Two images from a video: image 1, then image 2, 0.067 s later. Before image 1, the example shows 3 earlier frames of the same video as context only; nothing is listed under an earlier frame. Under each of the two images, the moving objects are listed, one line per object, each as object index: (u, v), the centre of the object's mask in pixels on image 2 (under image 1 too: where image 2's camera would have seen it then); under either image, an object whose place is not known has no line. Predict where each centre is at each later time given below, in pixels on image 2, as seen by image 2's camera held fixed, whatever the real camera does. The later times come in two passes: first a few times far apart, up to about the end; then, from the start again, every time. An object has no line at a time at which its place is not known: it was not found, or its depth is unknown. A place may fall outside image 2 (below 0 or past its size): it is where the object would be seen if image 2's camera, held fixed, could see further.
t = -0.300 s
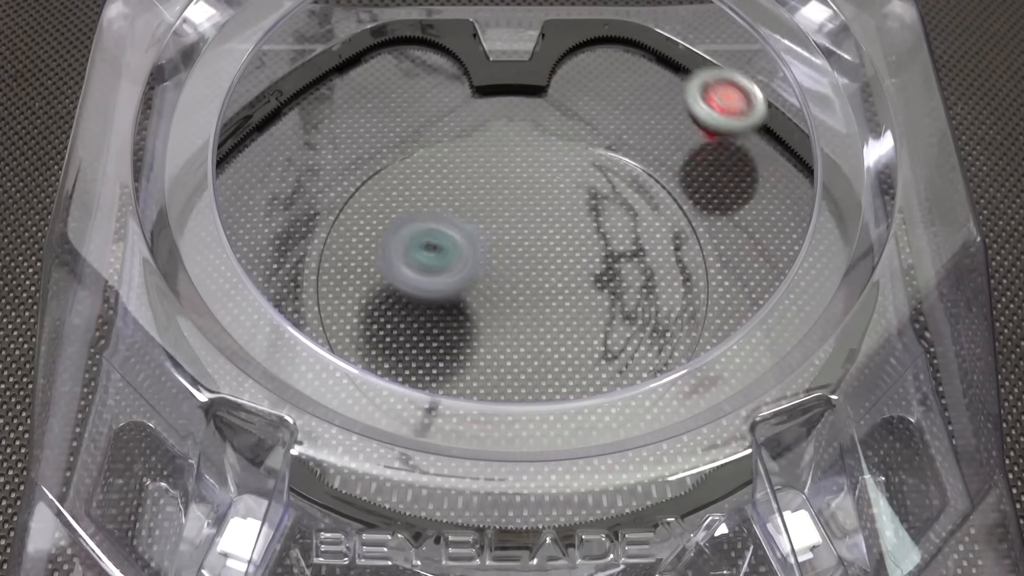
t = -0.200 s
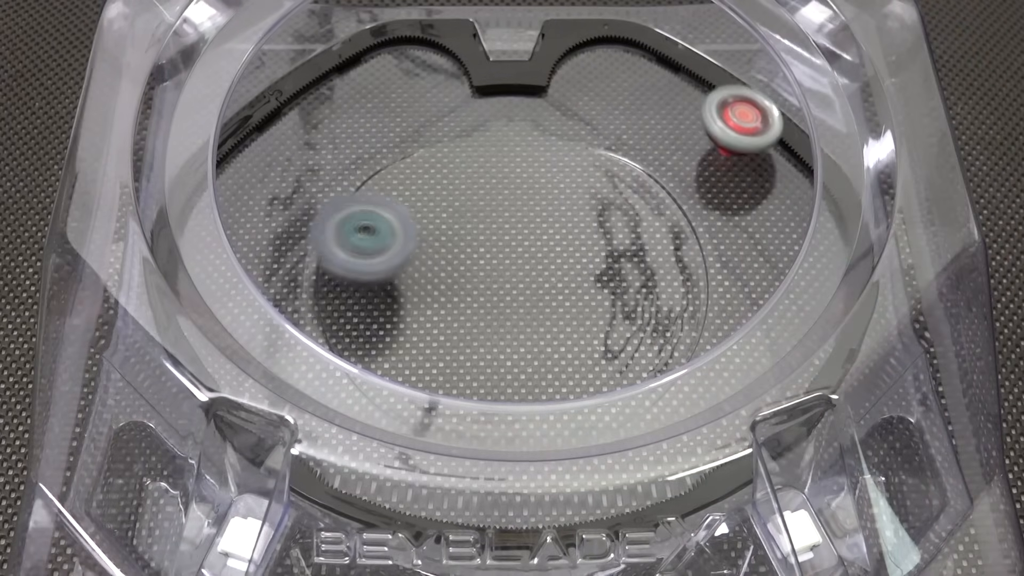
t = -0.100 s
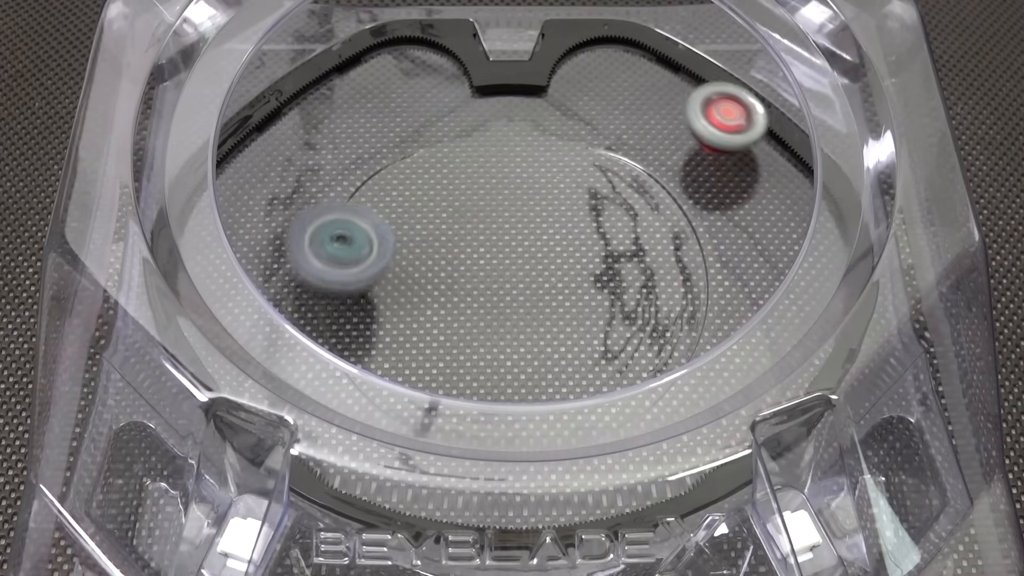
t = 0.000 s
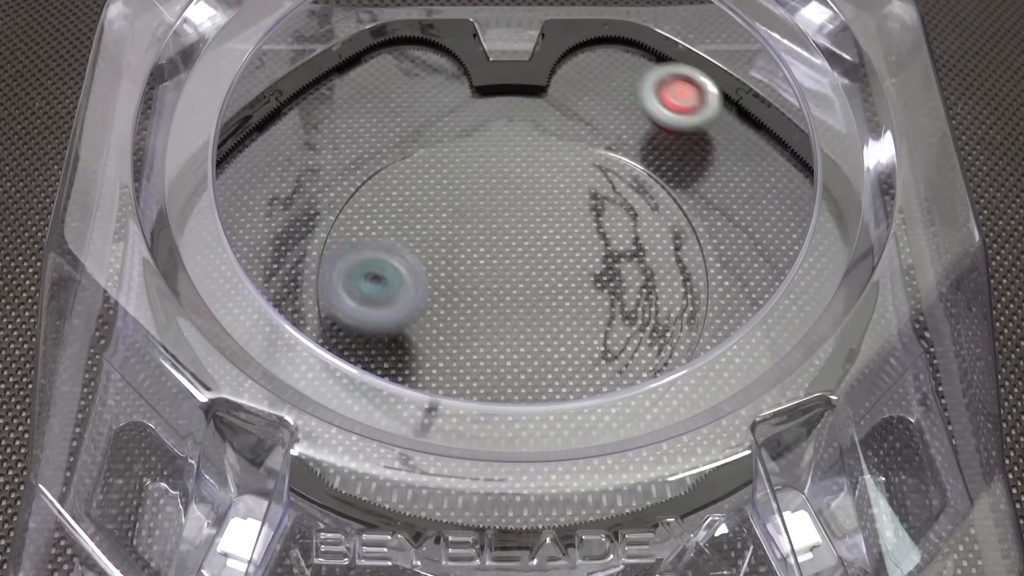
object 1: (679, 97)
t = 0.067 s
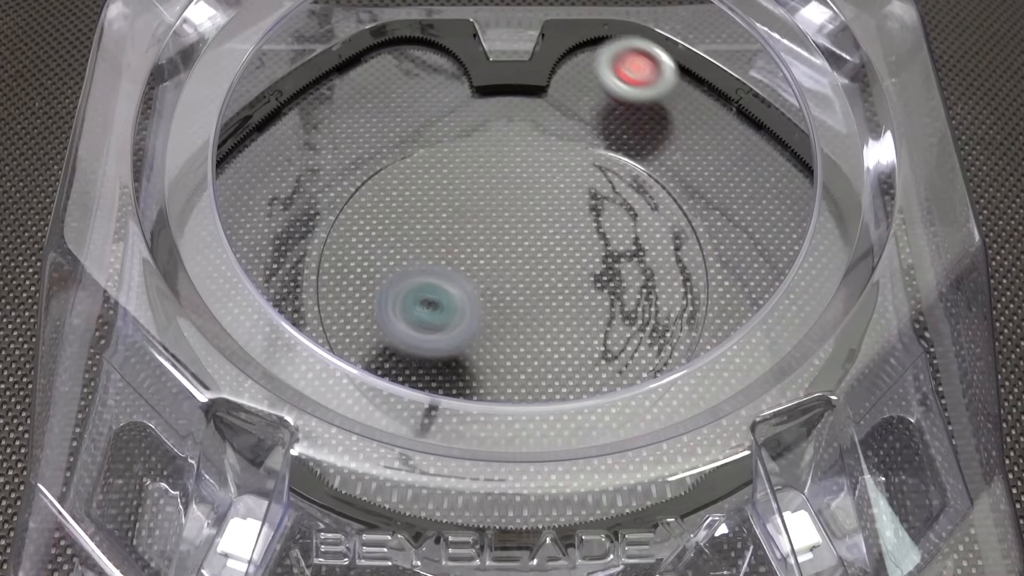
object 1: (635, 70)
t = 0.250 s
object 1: (716, 215)
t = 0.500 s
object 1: (627, 353)
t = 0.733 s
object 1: (573, 379)
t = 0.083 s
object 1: (623, 61)
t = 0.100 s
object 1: (610, 51)
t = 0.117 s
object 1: (596, 41)
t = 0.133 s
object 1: (582, 32)
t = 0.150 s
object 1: (582, 58)
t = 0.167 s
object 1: (587, 95)
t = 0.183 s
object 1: (592, 136)
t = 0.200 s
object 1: (597, 189)
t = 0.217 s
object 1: (609, 218)
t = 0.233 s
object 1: (663, 220)
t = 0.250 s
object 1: (716, 215)
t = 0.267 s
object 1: (759, 226)
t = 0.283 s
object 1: (807, 228)
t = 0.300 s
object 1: (860, 236)
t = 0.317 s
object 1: (919, 255)
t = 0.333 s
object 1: (915, 275)
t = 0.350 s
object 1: (886, 283)
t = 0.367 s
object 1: (858, 311)
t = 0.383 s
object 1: (826, 334)
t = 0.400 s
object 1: (793, 343)
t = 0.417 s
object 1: (770, 342)
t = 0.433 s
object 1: (740, 348)
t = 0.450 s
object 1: (711, 348)
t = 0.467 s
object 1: (682, 346)
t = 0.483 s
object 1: (658, 348)
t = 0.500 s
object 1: (627, 353)
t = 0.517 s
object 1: (602, 349)
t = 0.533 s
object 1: (574, 345)
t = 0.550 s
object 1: (547, 339)
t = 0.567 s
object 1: (522, 332)
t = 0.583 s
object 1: (511, 329)
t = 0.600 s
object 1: (517, 332)
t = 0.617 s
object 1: (525, 337)
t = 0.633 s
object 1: (531, 344)
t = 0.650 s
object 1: (538, 357)
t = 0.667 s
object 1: (544, 370)
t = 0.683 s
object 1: (552, 380)
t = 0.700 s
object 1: (558, 381)
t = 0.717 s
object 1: (565, 379)
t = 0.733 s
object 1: (573, 379)
